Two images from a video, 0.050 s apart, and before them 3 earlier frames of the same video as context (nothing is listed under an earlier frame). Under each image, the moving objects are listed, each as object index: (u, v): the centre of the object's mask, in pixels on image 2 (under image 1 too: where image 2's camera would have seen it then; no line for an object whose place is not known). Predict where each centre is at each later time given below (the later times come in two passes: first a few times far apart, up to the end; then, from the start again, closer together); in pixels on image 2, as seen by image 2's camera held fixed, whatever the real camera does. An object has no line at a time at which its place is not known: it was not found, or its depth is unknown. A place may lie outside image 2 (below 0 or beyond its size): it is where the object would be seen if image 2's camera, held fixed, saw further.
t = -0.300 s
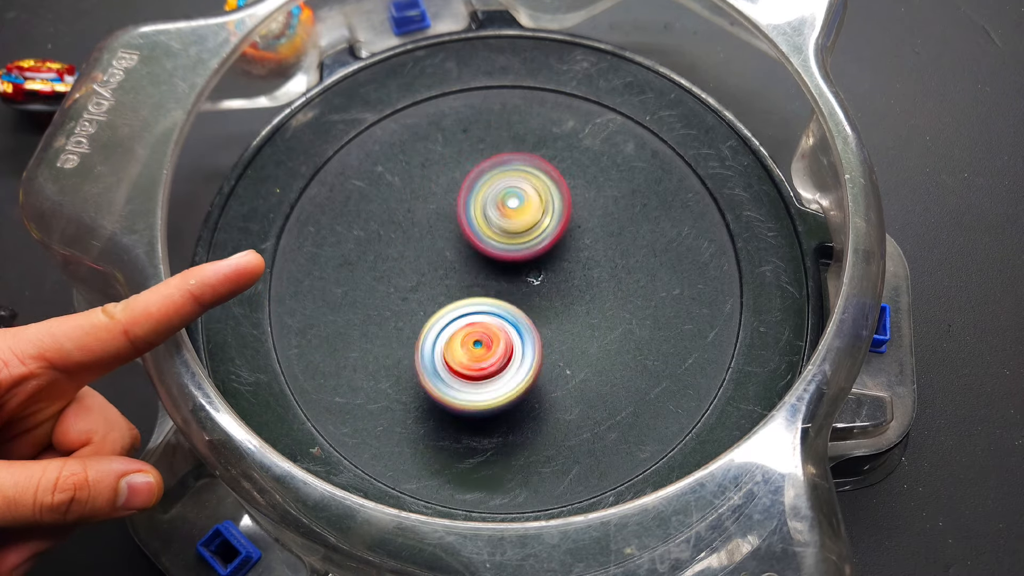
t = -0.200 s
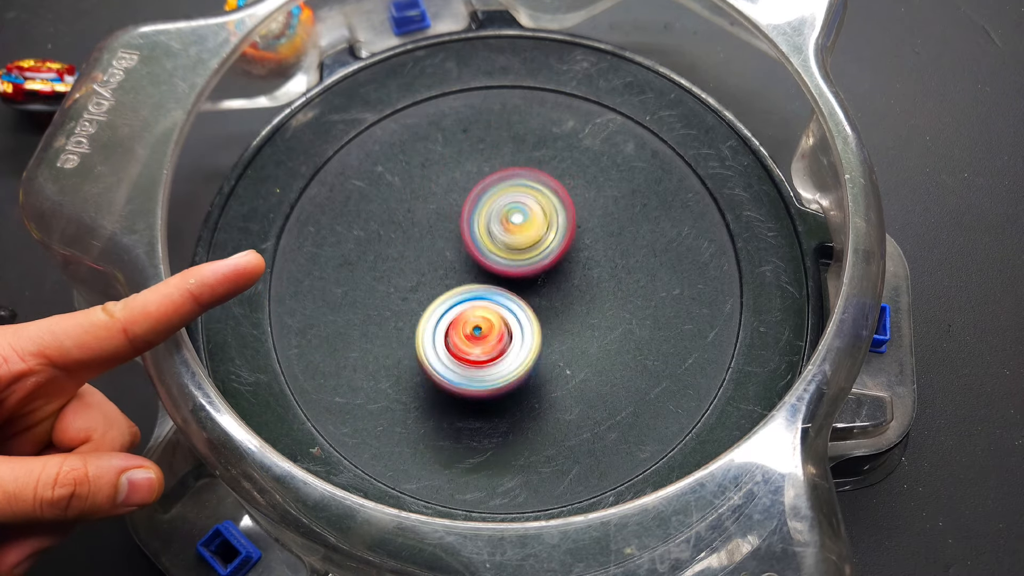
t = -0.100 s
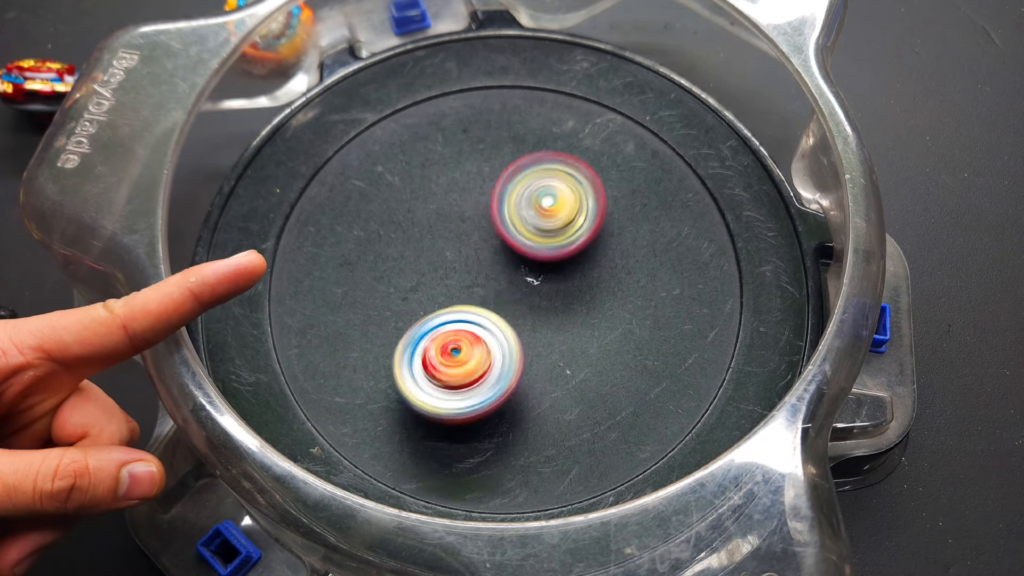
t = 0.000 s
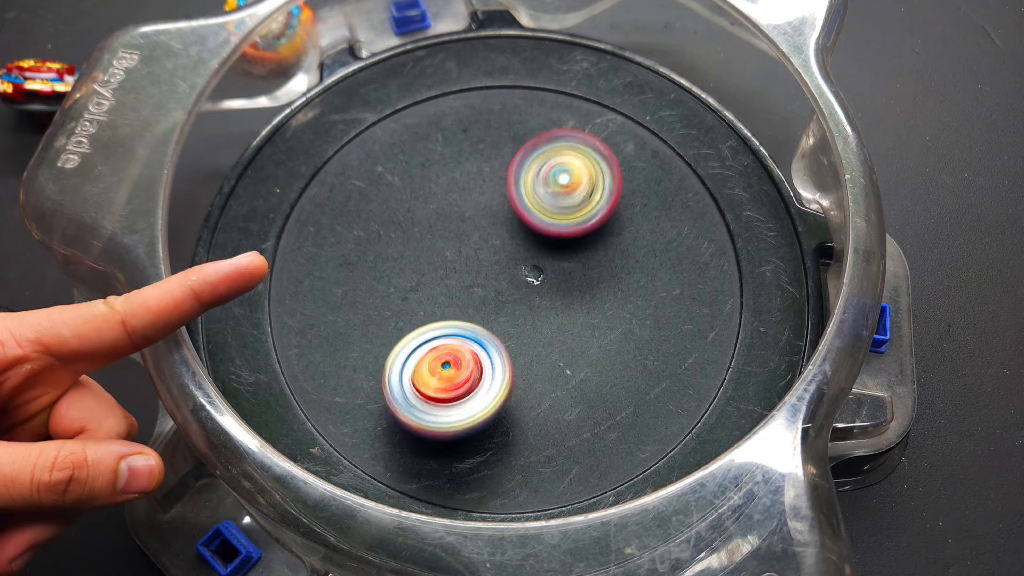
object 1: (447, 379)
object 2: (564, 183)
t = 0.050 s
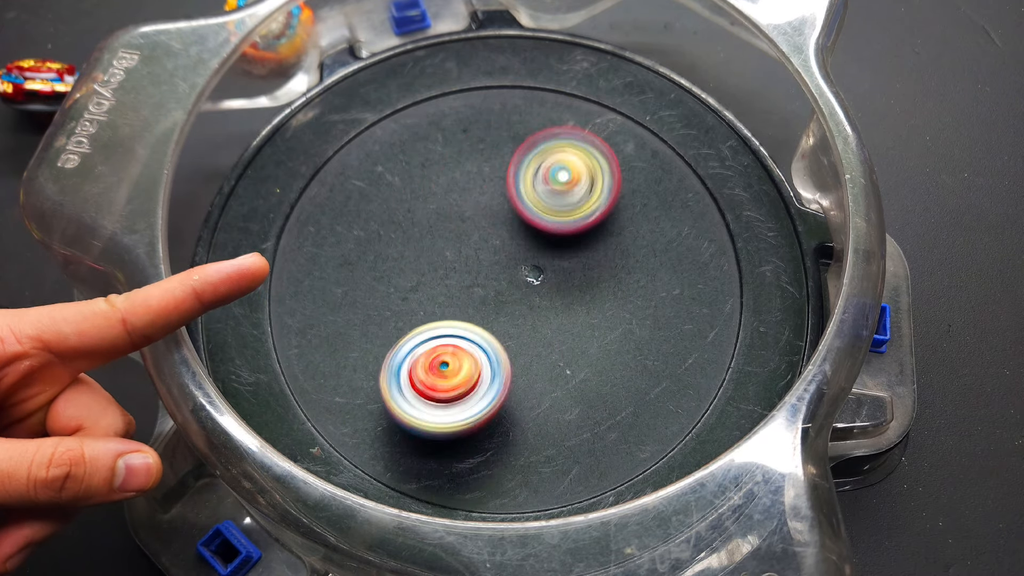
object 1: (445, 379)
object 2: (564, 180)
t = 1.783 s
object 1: (518, 247)
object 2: (470, 406)
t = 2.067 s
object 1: (527, 278)
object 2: (422, 348)
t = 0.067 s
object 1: (445, 378)
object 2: (562, 180)
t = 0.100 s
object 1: (444, 376)
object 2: (561, 182)
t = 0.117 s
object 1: (443, 375)
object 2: (559, 184)
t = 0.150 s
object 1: (441, 372)
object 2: (556, 189)
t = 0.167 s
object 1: (441, 371)
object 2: (554, 192)
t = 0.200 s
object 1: (441, 367)
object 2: (552, 199)
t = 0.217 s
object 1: (441, 364)
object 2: (550, 204)
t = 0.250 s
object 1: (441, 360)
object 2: (547, 213)
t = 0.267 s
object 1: (441, 358)
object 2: (546, 219)
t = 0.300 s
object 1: (440, 354)
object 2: (545, 229)
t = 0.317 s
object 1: (441, 351)
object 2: (546, 234)
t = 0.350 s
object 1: (441, 346)
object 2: (546, 244)
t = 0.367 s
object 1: (440, 342)
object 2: (547, 250)
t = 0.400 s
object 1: (441, 337)
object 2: (548, 259)
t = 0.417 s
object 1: (442, 334)
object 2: (549, 264)
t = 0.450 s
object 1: (442, 328)
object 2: (552, 273)
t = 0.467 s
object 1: (436, 326)
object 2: (560, 274)
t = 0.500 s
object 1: (428, 323)
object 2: (573, 276)
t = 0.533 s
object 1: (425, 318)
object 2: (583, 278)
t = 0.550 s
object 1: (423, 315)
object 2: (587, 278)
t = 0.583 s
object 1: (423, 310)
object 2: (592, 279)
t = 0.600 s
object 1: (424, 308)
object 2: (594, 279)
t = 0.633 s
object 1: (426, 302)
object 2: (595, 281)
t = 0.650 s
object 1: (427, 299)
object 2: (595, 281)
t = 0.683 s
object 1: (430, 293)
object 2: (593, 283)
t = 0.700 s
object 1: (431, 291)
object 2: (591, 284)
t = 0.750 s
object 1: (436, 282)
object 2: (582, 287)
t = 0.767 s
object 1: (437, 279)
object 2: (580, 289)
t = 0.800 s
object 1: (440, 274)
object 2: (573, 292)
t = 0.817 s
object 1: (443, 272)
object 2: (569, 294)
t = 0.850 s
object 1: (445, 266)
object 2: (563, 299)
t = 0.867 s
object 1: (444, 262)
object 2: (564, 302)
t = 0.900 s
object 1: (444, 256)
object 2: (562, 308)
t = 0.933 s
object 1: (446, 251)
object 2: (561, 314)
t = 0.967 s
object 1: (449, 247)
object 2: (559, 319)
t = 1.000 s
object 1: (452, 244)
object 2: (558, 324)
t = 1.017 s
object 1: (454, 242)
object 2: (557, 327)
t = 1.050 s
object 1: (457, 239)
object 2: (555, 332)
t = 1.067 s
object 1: (460, 238)
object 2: (555, 335)
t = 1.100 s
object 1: (463, 237)
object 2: (552, 339)
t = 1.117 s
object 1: (465, 235)
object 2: (552, 340)
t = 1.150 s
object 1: (469, 234)
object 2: (549, 342)
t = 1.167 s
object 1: (471, 234)
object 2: (547, 342)
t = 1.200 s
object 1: (475, 233)
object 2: (545, 344)
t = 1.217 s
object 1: (478, 232)
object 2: (542, 344)
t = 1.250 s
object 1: (482, 232)
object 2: (539, 343)
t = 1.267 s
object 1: (484, 232)
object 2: (536, 344)
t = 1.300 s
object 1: (488, 233)
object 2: (532, 343)
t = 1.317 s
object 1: (491, 233)
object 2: (530, 343)
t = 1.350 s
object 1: (495, 234)
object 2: (524, 342)
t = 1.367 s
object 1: (496, 232)
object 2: (521, 346)
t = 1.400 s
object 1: (499, 218)
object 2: (515, 367)
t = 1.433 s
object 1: (503, 208)
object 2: (510, 383)
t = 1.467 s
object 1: (506, 204)
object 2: (508, 392)
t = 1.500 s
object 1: (509, 203)
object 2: (506, 399)
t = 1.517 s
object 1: (511, 204)
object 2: (505, 403)
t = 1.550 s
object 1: (513, 207)
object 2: (502, 407)
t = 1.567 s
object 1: (513, 208)
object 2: (501, 408)
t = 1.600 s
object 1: (514, 213)
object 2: (497, 411)
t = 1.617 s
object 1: (515, 216)
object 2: (495, 411)
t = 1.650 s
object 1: (516, 222)
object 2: (491, 412)
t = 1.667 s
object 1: (516, 224)
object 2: (488, 413)
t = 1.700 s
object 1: (517, 231)
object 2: (483, 412)
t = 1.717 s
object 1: (518, 235)
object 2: (481, 411)
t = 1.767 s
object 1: (518, 243)
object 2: (473, 407)
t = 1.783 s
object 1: (518, 247)
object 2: (470, 406)
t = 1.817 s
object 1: (519, 253)
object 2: (465, 401)
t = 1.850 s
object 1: (519, 256)
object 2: (460, 395)
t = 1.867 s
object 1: (519, 256)
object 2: (457, 393)
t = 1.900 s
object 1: (521, 257)
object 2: (451, 386)
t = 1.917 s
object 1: (523, 259)
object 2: (449, 382)
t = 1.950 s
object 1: (525, 262)
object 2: (443, 375)
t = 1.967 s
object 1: (525, 264)
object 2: (440, 370)
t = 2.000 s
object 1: (526, 270)
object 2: (435, 362)
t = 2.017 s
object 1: (527, 273)
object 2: (432, 359)
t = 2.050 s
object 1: (526, 278)
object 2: (427, 350)
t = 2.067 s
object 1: (527, 278)
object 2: (422, 348)
